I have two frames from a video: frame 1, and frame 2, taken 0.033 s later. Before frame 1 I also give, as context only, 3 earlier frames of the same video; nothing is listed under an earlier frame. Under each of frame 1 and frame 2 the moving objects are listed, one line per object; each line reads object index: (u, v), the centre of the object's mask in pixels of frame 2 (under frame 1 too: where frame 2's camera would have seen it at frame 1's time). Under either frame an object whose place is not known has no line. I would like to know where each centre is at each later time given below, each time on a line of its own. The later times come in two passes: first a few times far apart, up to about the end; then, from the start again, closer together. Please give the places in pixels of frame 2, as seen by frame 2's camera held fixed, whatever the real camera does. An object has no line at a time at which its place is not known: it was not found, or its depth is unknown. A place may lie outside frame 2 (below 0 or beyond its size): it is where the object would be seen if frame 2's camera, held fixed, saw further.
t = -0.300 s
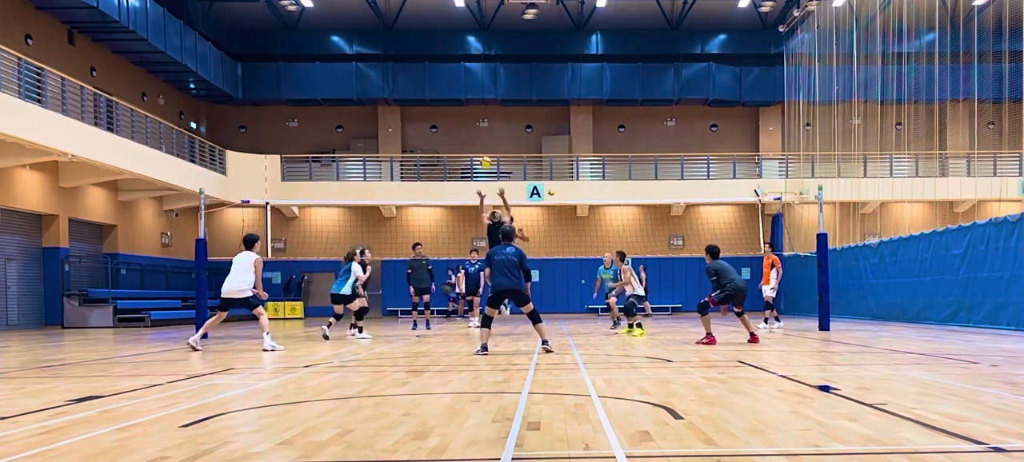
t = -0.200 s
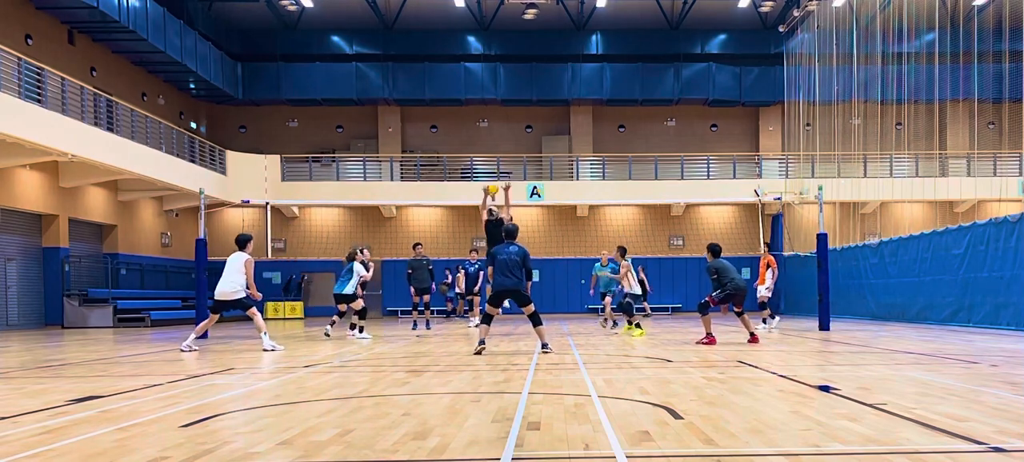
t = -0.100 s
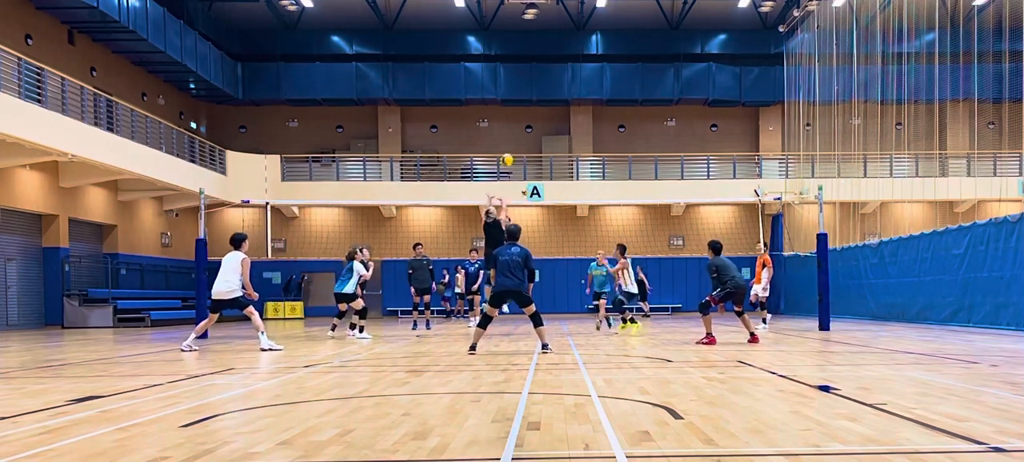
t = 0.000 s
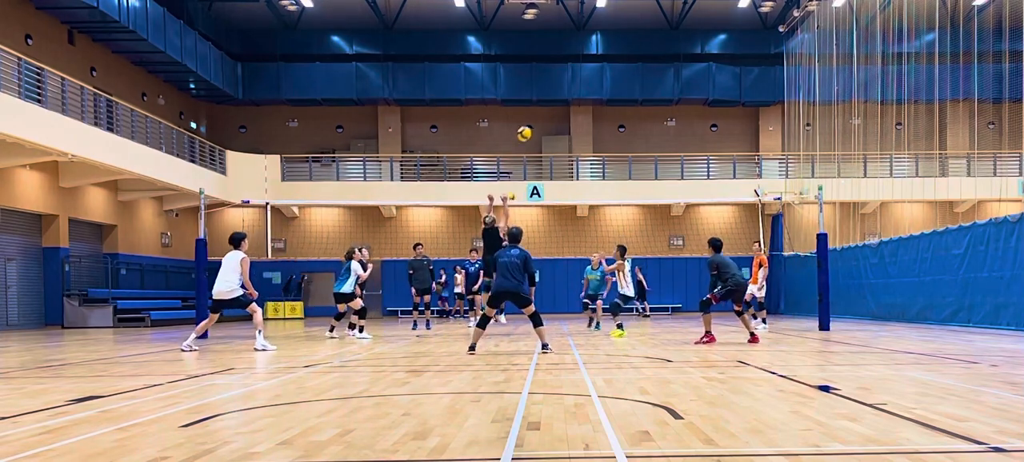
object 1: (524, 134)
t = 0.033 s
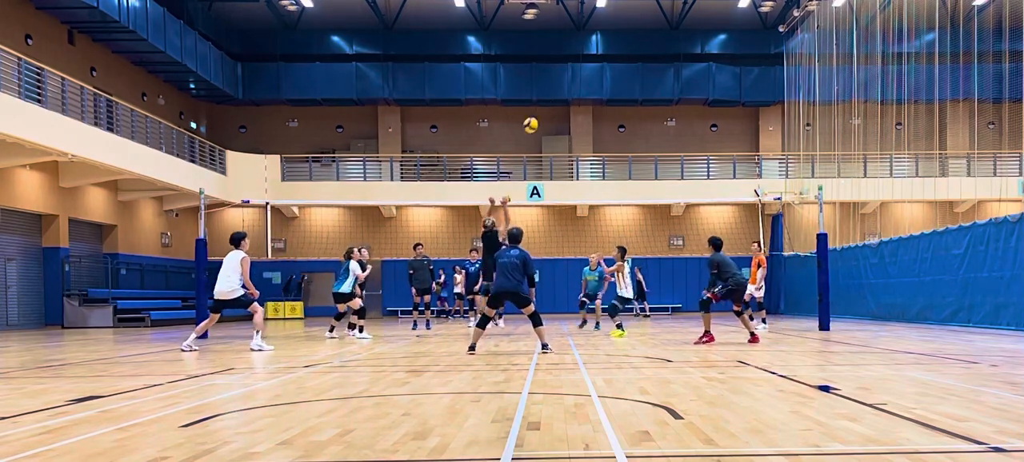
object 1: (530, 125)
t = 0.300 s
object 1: (596, 63)
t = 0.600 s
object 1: (701, 33)
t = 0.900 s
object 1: (903, 111)
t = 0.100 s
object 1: (545, 108)
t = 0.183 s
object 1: (565, 88)
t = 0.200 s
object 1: (569, 84)
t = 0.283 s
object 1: (591, 67)
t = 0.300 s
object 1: (596, 63)
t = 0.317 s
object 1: (601, 60)
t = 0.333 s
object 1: (606, 56)
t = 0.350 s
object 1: (611, 53)
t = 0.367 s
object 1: (615, 50)
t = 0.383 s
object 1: (621, 48)
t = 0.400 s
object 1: (626, 45)
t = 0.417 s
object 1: (631, 43)
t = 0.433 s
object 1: (636, 40)
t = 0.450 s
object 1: (642, 39)
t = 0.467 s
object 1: (648, 37)
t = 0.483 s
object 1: (654, 36)
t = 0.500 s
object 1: (660, 35)
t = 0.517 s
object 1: (666, 34)
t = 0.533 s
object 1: (672, 33)
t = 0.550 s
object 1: (679, 33)
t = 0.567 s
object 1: (686, 33)
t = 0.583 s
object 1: (693, 33)
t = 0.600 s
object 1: (701, 33)
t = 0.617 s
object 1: (708, 33)
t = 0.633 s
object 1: (717, 33)
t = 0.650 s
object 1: (725, 35)
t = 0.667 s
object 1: (734, 36)
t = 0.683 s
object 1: (743, 38)
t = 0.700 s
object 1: (753, 40)
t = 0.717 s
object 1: (763, 43)
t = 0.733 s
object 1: (772, 46)
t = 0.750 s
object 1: (783, 49)
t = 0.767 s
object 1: (794, 53)
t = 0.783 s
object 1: (805, 58)
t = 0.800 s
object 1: (817, 64)
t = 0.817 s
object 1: (830, 70)
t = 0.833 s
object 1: (842, 77)
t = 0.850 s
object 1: (857, 84)
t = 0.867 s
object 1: (872, 92)
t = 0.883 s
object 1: (887, 101)
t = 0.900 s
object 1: (903, 111)
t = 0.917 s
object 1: (921, 122)
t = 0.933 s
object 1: (940, 133)
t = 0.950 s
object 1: (959, 146)
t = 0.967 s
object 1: (979, 160)
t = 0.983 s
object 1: (1001, 176)
